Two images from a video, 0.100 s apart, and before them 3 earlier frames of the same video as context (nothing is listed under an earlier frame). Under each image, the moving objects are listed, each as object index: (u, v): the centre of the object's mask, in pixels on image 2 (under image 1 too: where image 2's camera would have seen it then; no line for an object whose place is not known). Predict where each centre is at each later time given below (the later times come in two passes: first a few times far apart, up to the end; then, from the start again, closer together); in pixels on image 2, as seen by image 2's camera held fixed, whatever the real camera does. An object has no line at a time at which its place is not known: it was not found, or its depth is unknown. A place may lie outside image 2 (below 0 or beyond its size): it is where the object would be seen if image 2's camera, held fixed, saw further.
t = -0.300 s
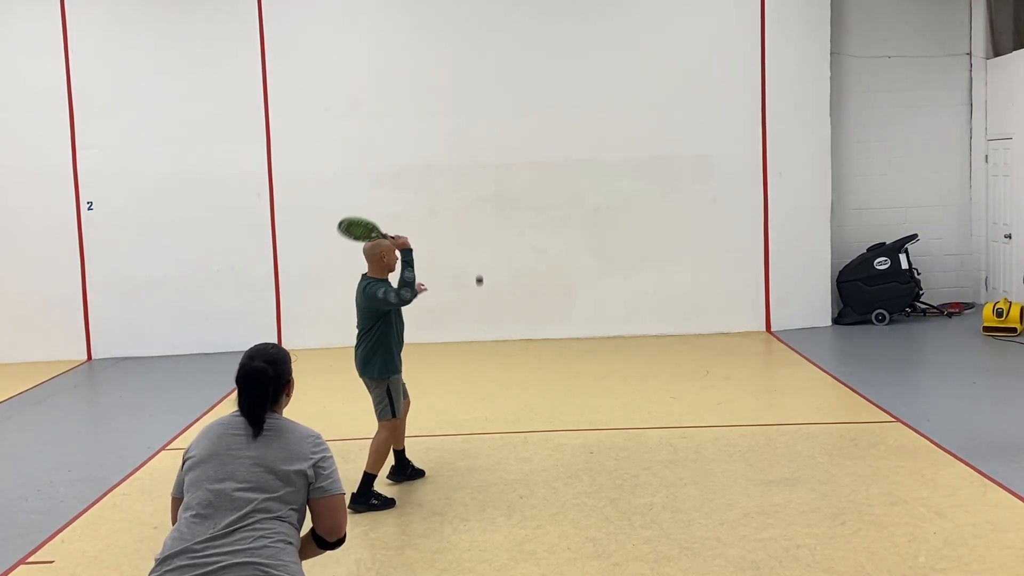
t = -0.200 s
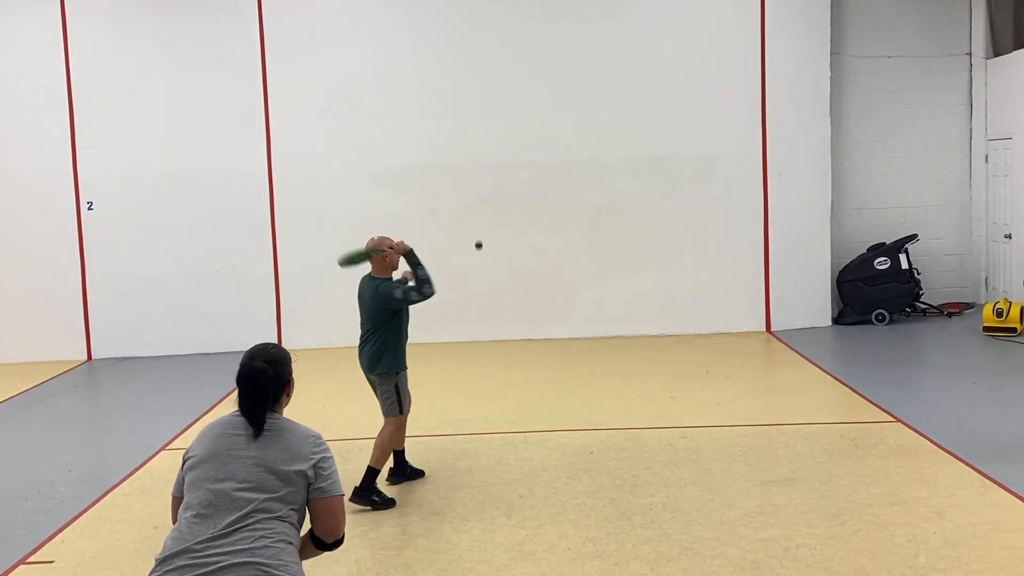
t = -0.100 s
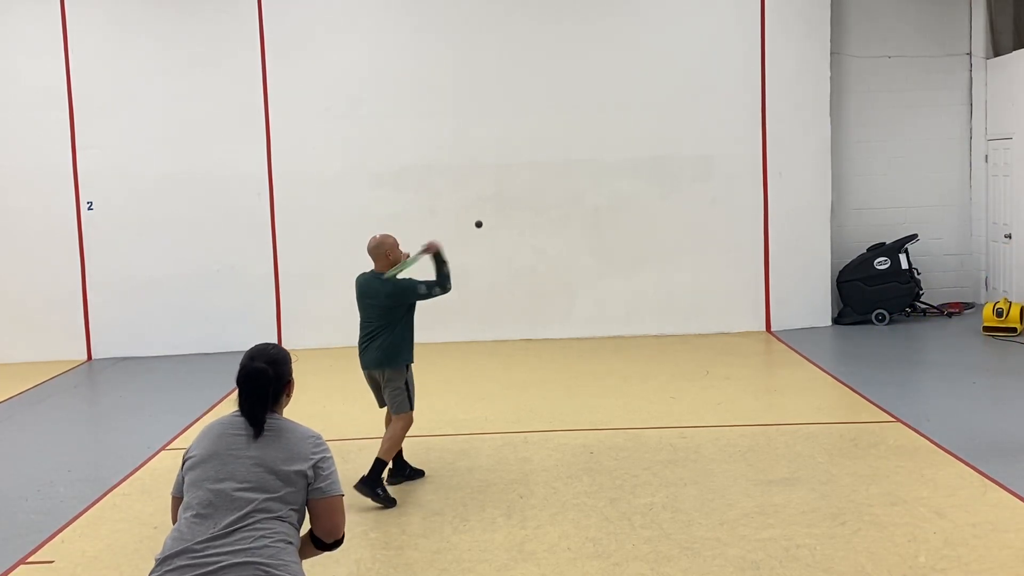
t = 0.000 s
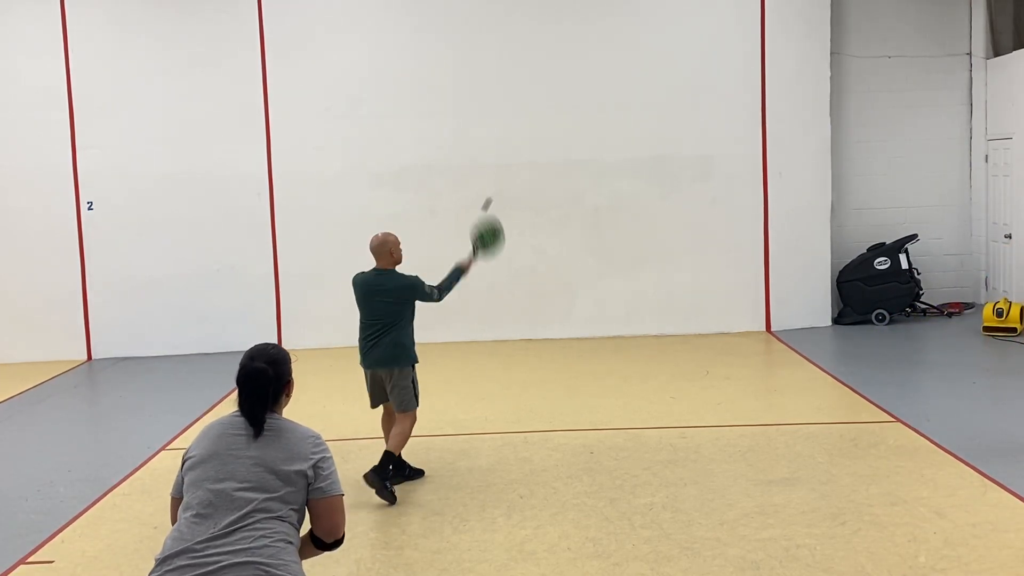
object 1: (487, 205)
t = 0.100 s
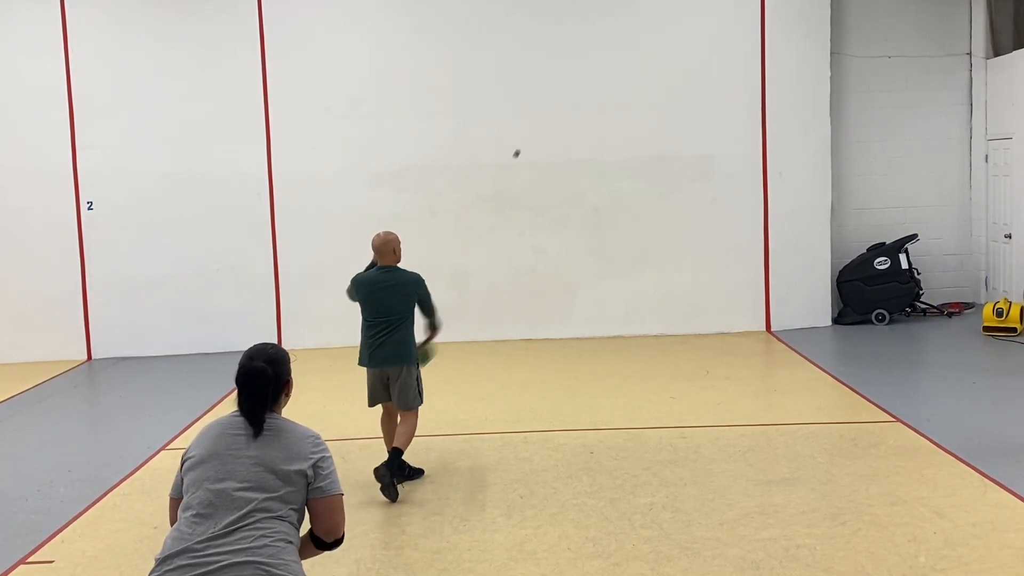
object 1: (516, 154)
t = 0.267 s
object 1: (544, 119)
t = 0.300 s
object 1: (548, 116)
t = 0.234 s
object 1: (540, 123)
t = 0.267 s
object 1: (544, 119)
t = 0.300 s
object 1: (548, 116)
